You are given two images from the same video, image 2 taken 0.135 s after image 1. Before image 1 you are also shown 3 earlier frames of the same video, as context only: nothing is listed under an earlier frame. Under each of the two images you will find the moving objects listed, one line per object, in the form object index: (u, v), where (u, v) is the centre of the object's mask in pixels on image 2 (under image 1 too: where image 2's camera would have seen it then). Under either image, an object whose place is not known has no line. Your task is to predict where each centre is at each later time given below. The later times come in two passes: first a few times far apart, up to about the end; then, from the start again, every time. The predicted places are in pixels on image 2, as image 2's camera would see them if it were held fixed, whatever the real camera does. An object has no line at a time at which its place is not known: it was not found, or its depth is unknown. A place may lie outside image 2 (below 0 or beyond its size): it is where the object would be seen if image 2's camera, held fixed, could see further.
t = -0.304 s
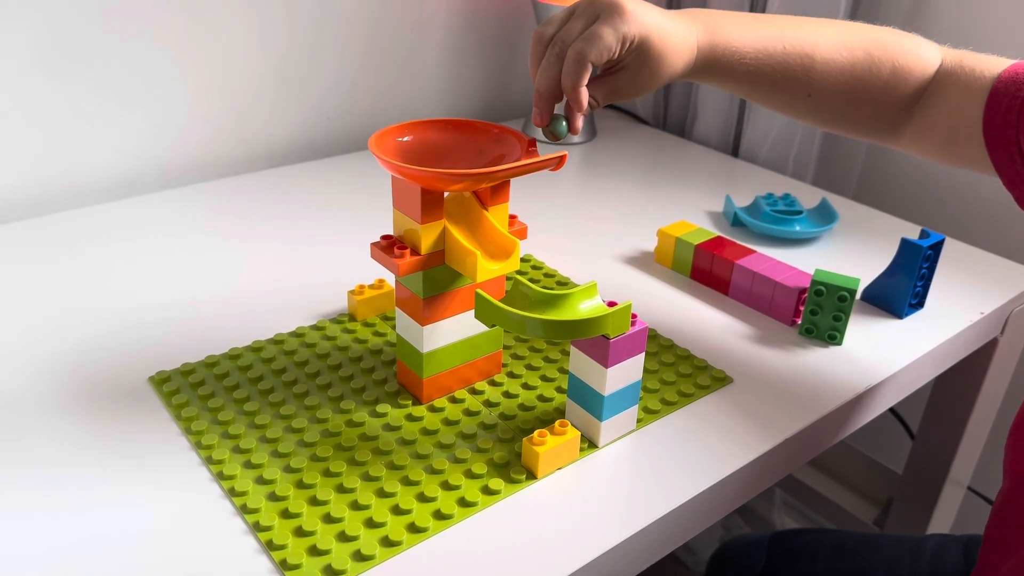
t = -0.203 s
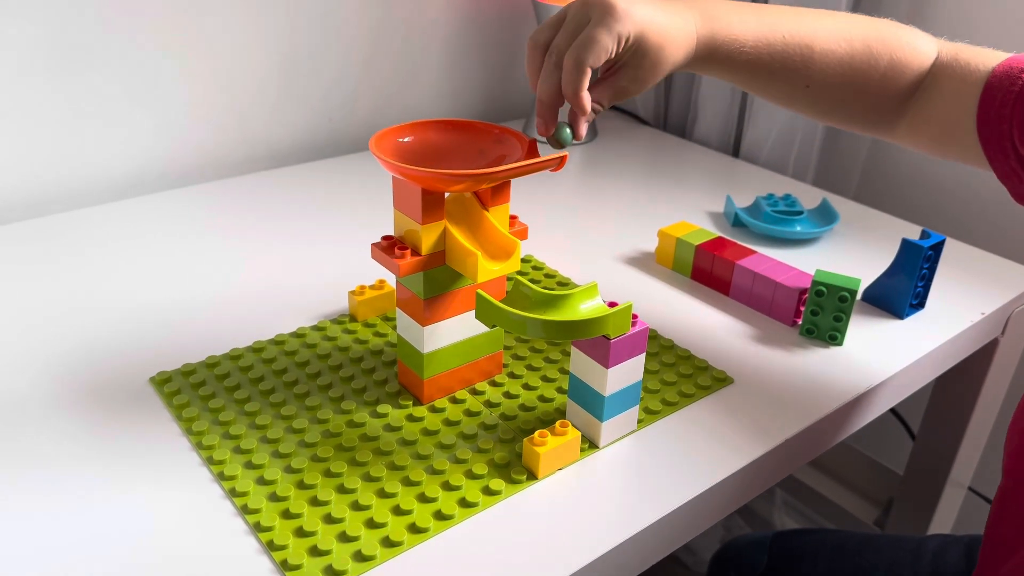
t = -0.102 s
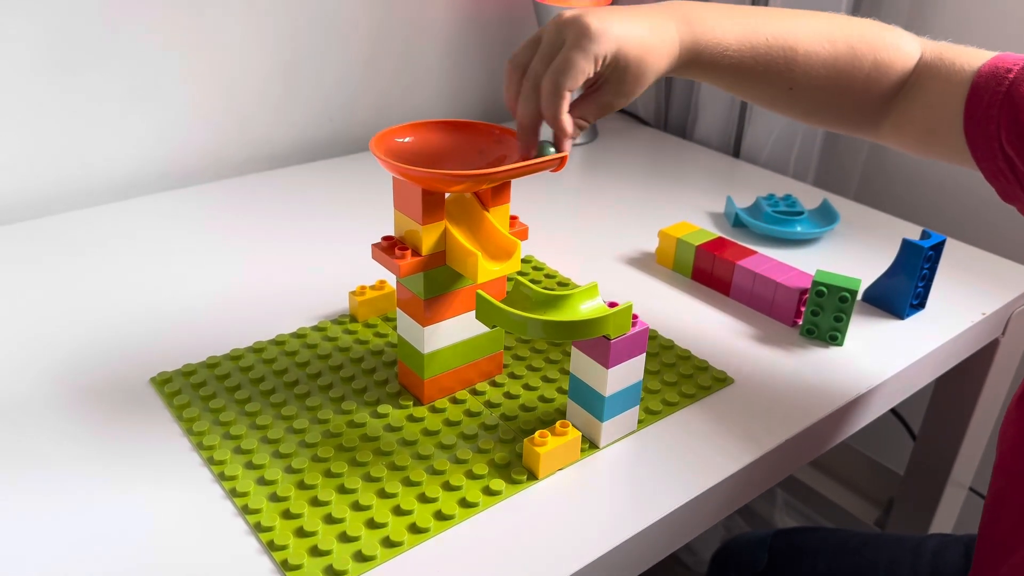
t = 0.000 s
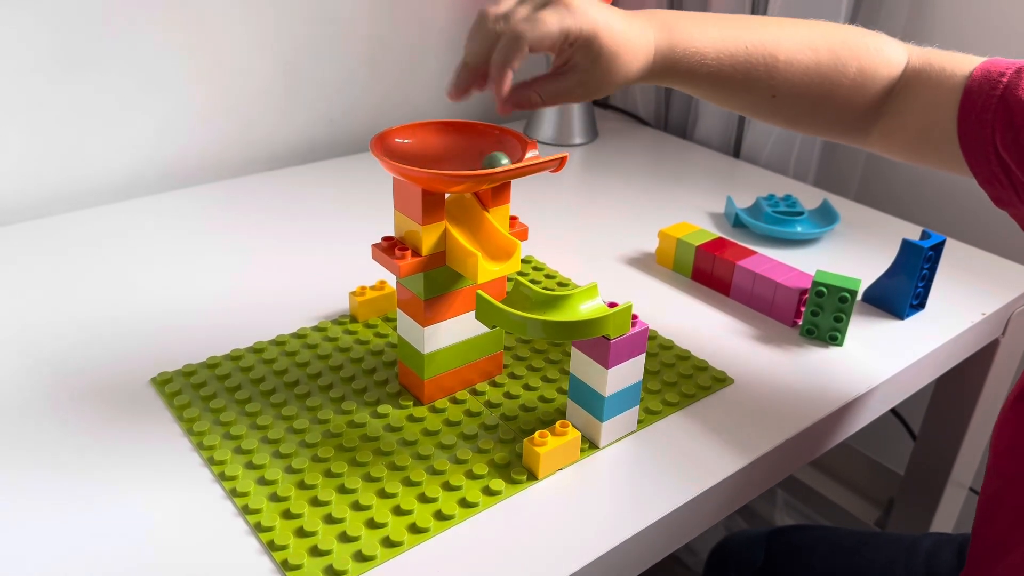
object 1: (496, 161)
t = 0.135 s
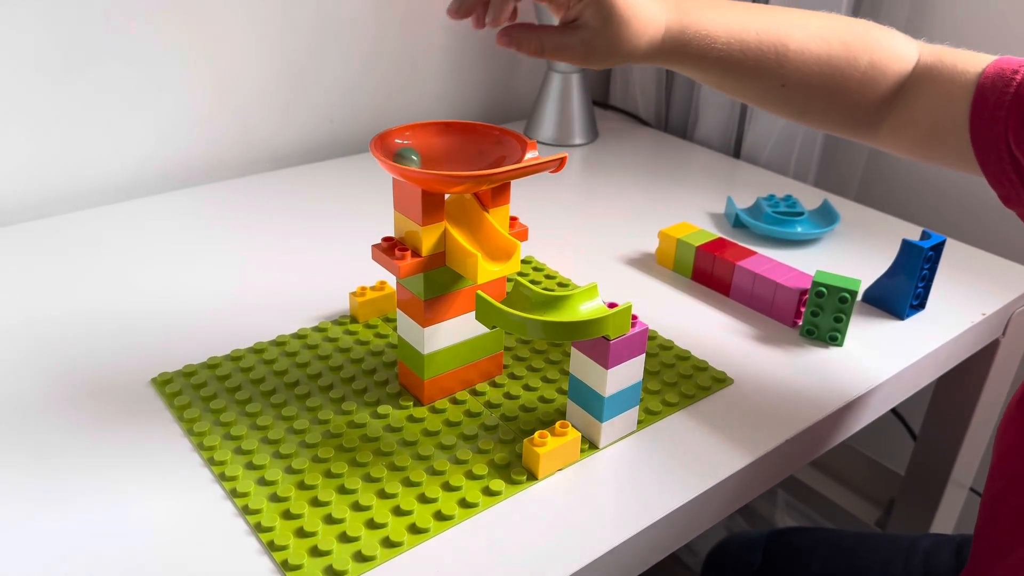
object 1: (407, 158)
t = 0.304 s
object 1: (433, 150)
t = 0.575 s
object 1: (484, 164)
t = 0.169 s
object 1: (395, 150)
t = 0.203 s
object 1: (393, 141)
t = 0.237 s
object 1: (400, 142)
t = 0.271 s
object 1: (414, 146)
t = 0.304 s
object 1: (433, 150)
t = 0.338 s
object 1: (454, 155)
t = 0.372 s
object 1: (474, 158)
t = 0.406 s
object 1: (491, 158)
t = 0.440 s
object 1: (501, 157)
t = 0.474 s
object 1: (505, 157)
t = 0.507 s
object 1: (503, 159)
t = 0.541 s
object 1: (496, 161)
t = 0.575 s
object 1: (484, 164)
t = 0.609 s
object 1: (467, 167)
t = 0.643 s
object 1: (450, 168)
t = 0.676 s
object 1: (431, 165)
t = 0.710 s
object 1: (418, 161)
